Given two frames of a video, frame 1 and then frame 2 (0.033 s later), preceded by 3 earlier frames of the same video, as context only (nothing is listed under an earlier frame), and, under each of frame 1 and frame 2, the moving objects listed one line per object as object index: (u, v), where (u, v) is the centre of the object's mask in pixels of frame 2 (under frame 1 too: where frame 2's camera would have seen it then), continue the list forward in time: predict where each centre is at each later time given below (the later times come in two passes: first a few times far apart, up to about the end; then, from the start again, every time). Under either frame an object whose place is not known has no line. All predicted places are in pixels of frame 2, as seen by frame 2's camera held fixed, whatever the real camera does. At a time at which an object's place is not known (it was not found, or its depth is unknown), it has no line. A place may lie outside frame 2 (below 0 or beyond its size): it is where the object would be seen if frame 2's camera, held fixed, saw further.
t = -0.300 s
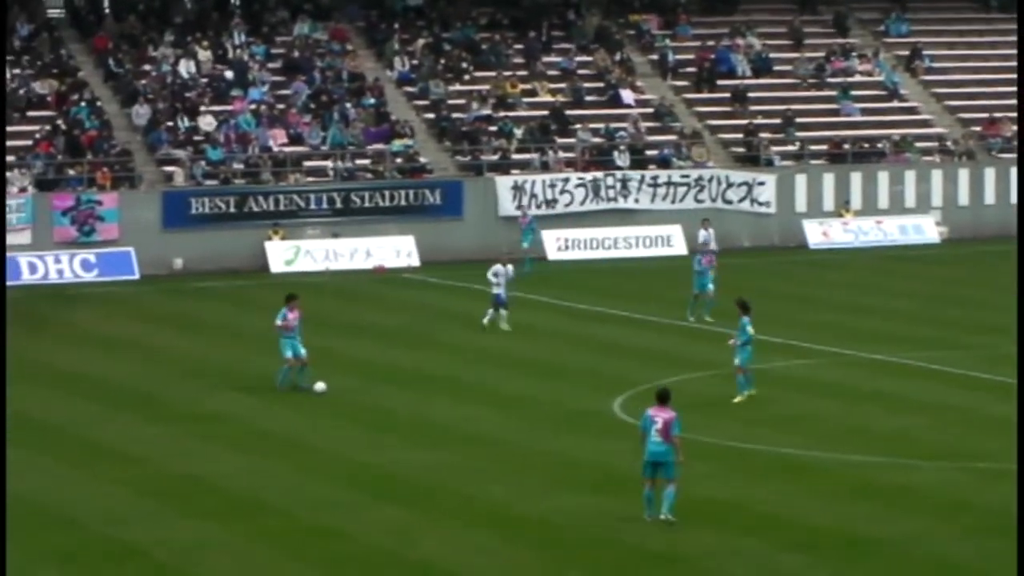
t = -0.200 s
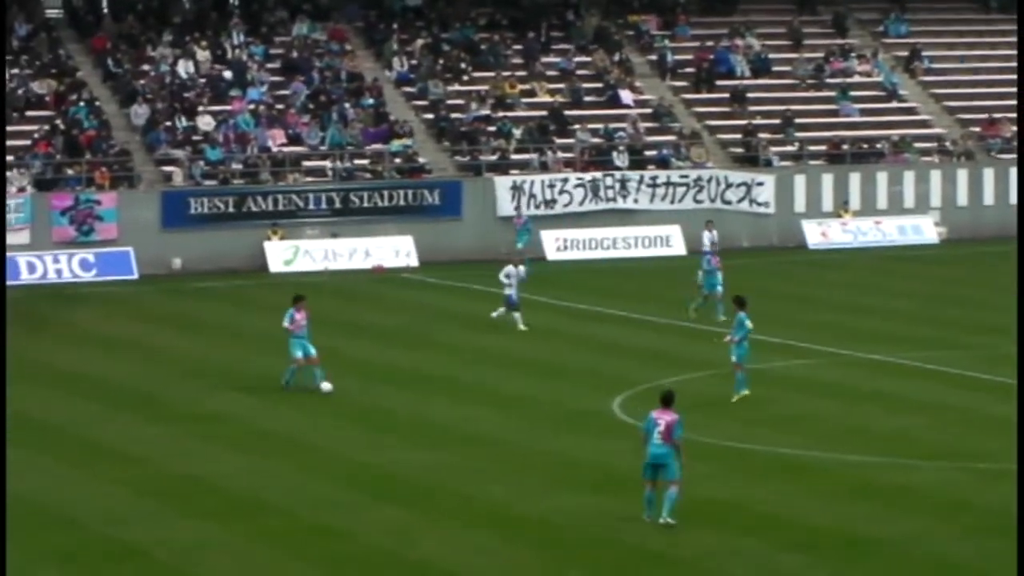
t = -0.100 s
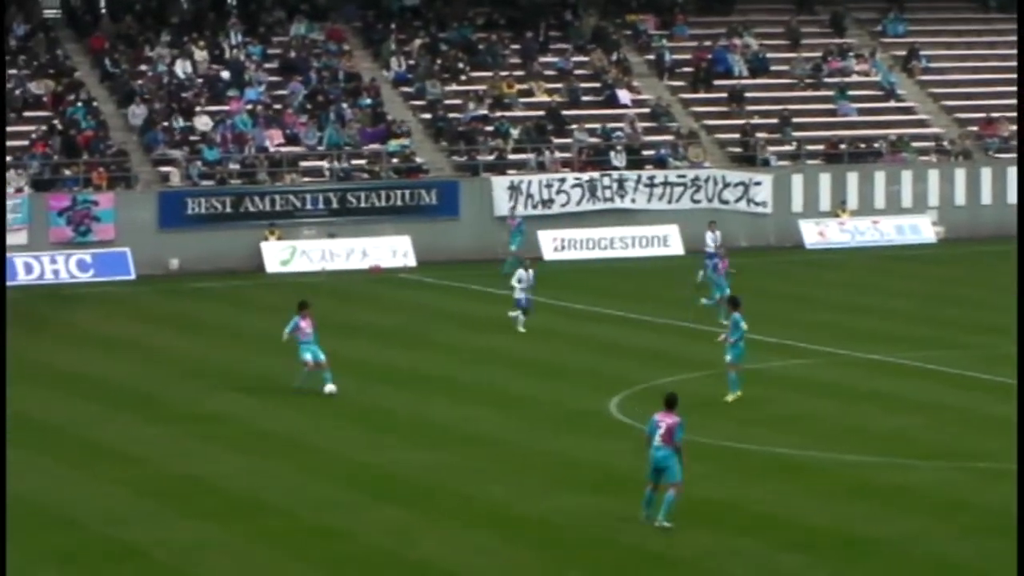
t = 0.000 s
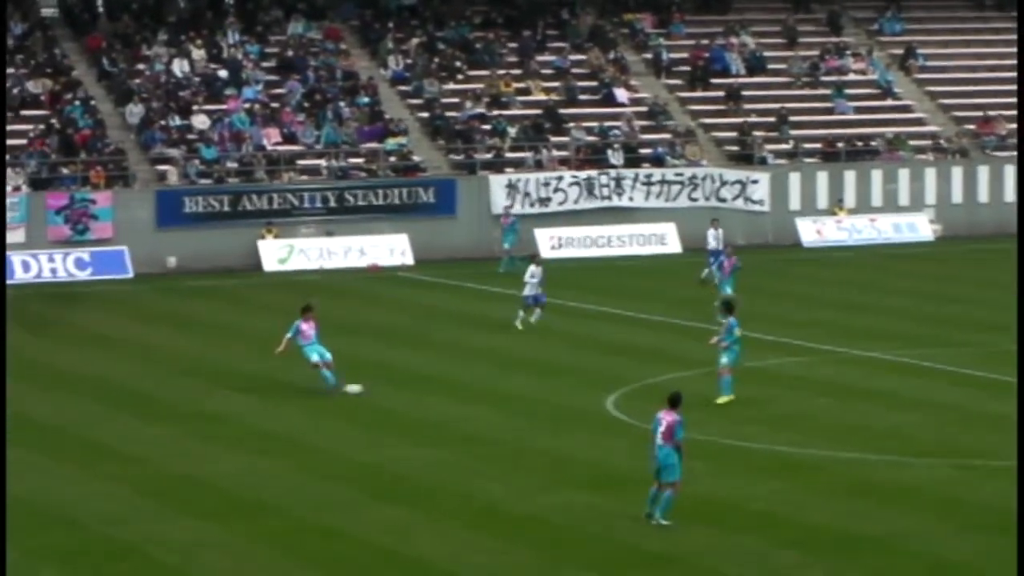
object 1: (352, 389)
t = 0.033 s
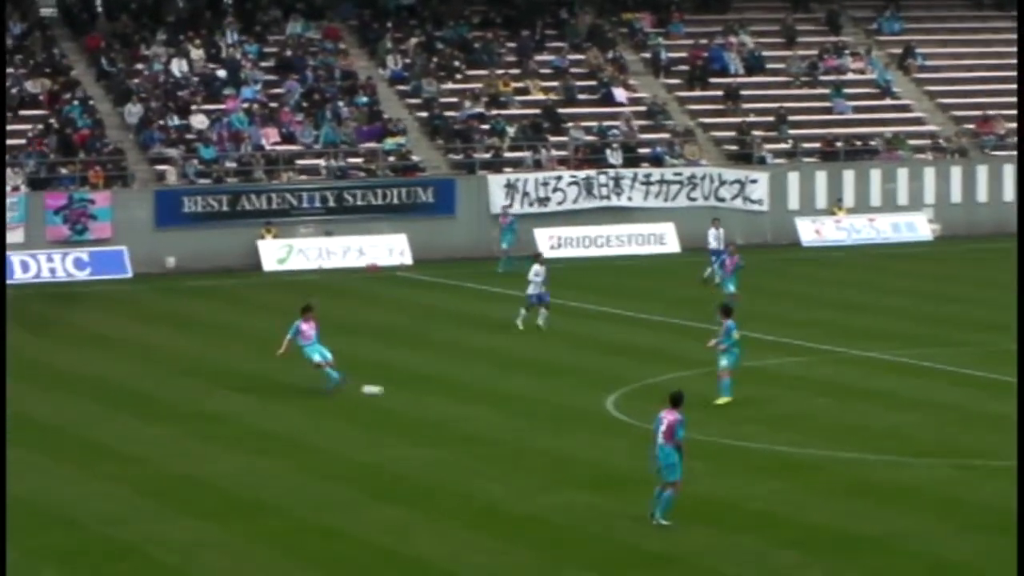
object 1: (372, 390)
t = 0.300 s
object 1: (510, 397)
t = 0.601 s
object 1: (645, 402)
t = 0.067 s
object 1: (389, 391)
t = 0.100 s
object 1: (407, 392)
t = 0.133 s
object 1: (425, 393)
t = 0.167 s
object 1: (442, 393)
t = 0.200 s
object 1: (459, 394)
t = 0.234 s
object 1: (477, 395)
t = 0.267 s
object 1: (493, 396)
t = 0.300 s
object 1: (510, 397)
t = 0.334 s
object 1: (527, 397)
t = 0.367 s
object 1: (542, 399)
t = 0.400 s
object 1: (557, 399)
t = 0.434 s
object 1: (572, 400)
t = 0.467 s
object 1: (587, 400)
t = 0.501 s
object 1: (603, 402)
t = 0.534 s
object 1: (618, 402)
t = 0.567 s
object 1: (631, 402)
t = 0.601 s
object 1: (645, 402)
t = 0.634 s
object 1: (659, 403)
